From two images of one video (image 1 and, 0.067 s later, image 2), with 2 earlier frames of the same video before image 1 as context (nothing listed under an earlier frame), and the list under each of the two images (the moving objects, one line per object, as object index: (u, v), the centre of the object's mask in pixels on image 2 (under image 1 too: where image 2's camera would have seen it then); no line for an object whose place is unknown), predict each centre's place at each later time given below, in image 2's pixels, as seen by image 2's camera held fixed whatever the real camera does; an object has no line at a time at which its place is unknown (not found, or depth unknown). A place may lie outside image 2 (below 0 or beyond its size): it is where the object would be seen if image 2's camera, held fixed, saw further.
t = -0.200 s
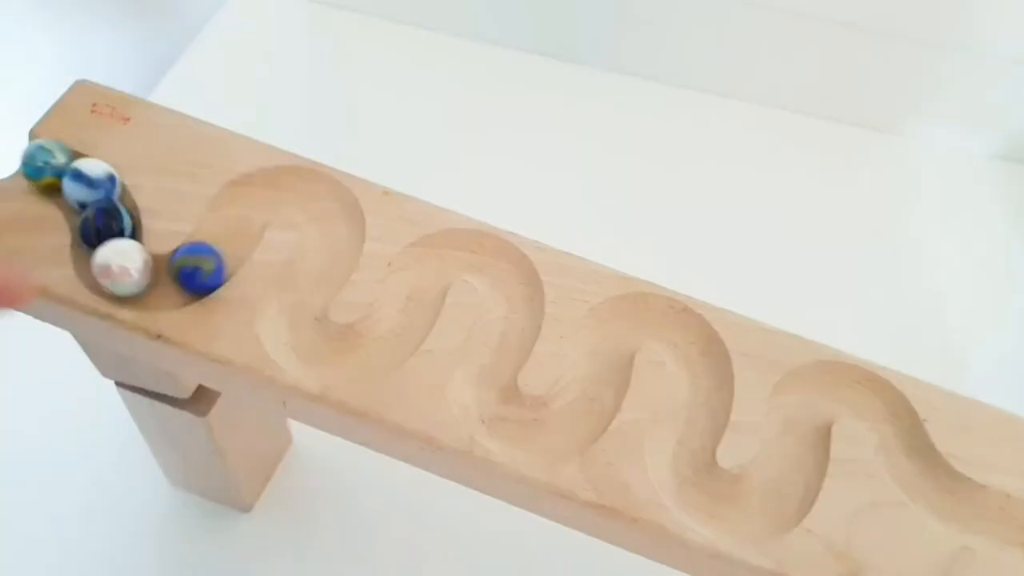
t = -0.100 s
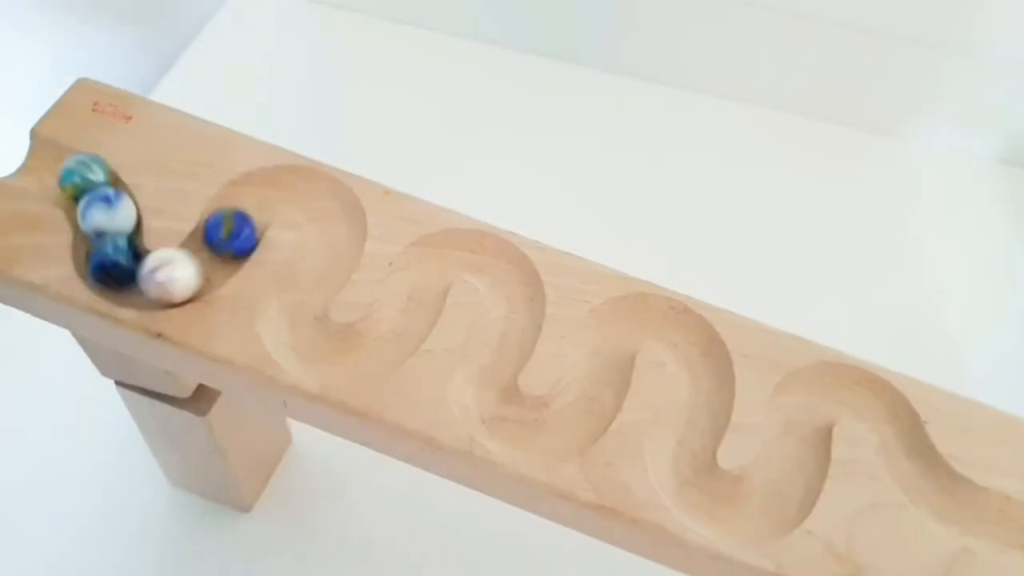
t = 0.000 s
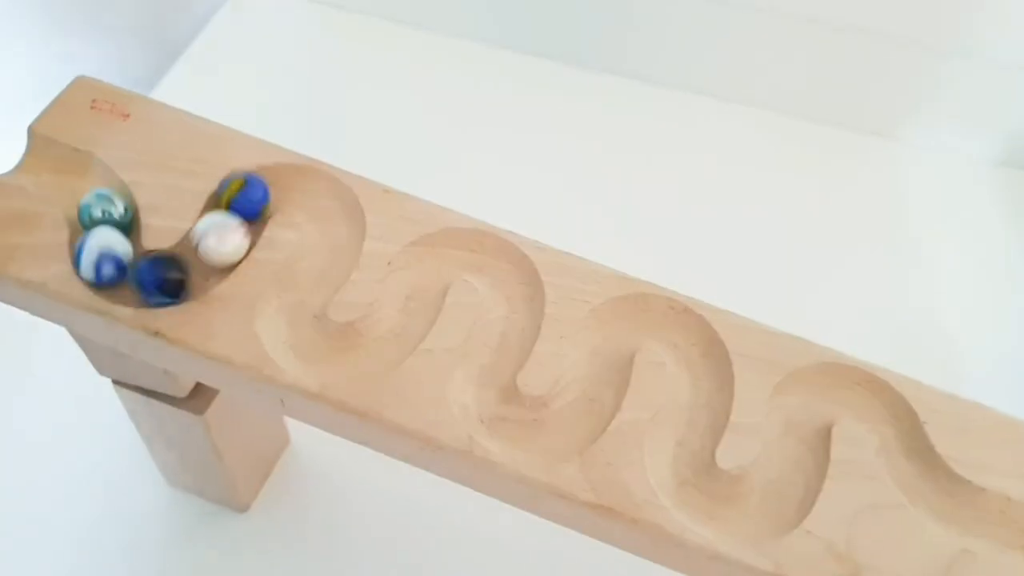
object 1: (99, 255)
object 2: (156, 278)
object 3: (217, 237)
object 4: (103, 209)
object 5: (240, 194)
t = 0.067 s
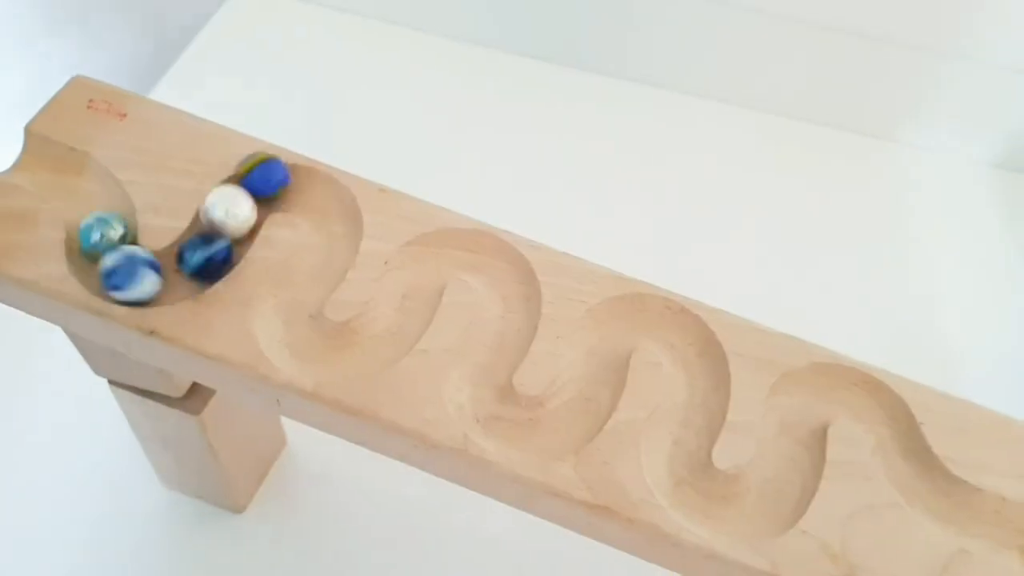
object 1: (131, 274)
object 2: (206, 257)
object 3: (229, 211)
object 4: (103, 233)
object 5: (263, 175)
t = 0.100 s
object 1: (157, 277)
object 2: (215, 241)
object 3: (235, 197)
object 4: (102, 250)
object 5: (285, 178)
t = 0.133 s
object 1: (183, 269)
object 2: (221, 230)
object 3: (242, 186)
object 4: (101, 263)
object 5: (309, 181)
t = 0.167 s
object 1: (199, 257)
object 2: (233, 219)
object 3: (257, 177)
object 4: (113, 272)
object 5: (325, 195)
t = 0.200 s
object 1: (209, 247)
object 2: (240, 209)
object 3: (280, 176)
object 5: (334, 217)
